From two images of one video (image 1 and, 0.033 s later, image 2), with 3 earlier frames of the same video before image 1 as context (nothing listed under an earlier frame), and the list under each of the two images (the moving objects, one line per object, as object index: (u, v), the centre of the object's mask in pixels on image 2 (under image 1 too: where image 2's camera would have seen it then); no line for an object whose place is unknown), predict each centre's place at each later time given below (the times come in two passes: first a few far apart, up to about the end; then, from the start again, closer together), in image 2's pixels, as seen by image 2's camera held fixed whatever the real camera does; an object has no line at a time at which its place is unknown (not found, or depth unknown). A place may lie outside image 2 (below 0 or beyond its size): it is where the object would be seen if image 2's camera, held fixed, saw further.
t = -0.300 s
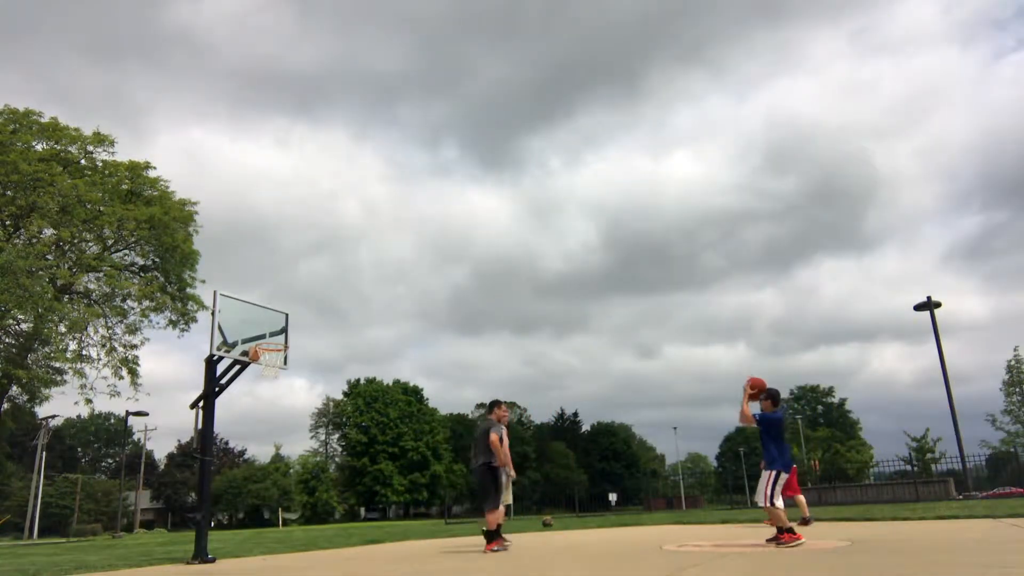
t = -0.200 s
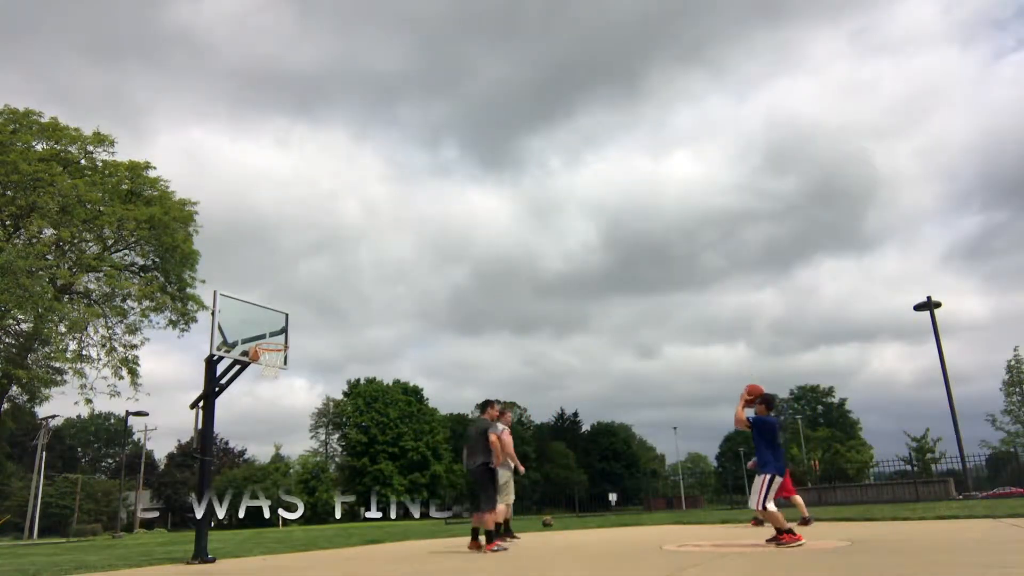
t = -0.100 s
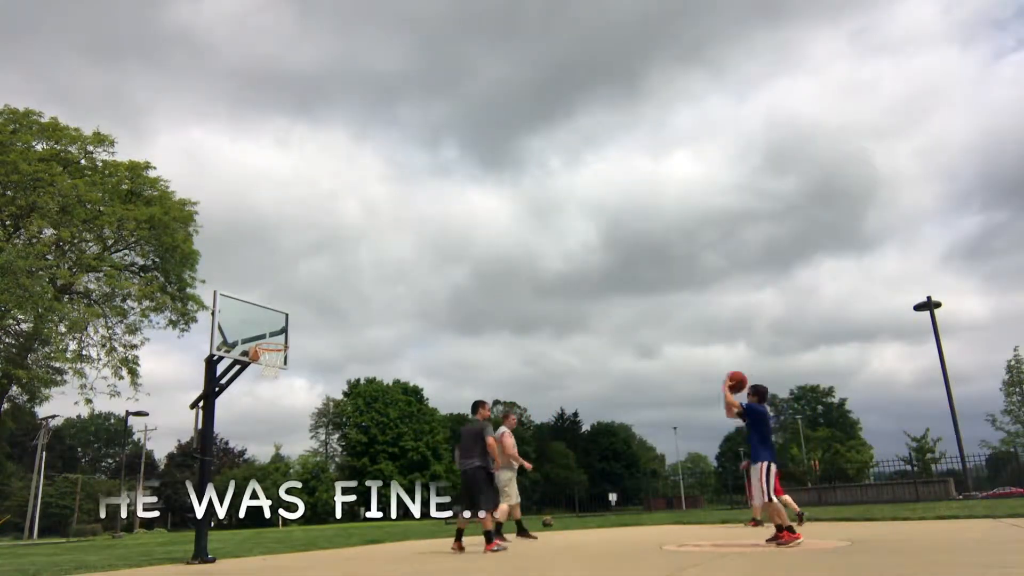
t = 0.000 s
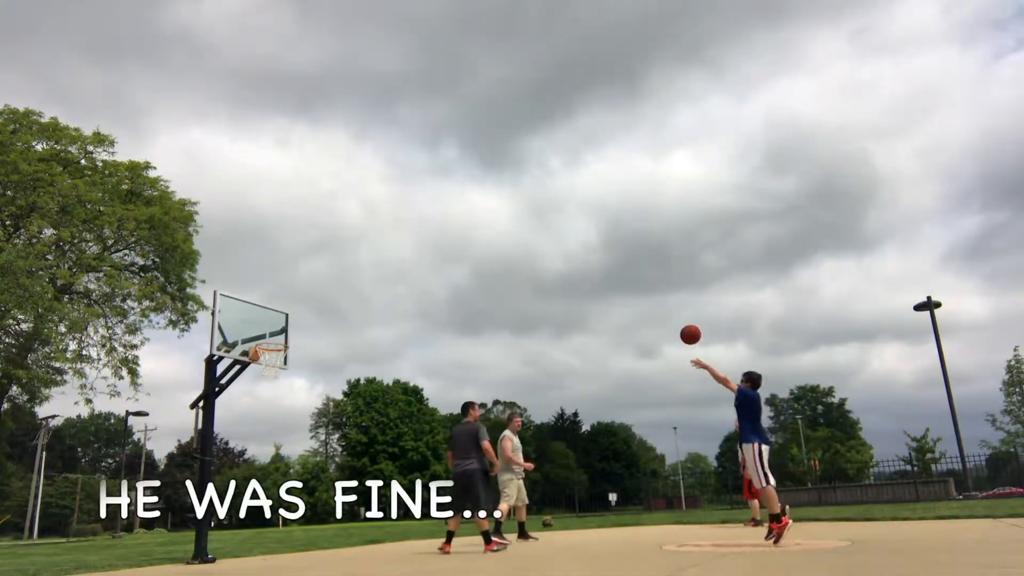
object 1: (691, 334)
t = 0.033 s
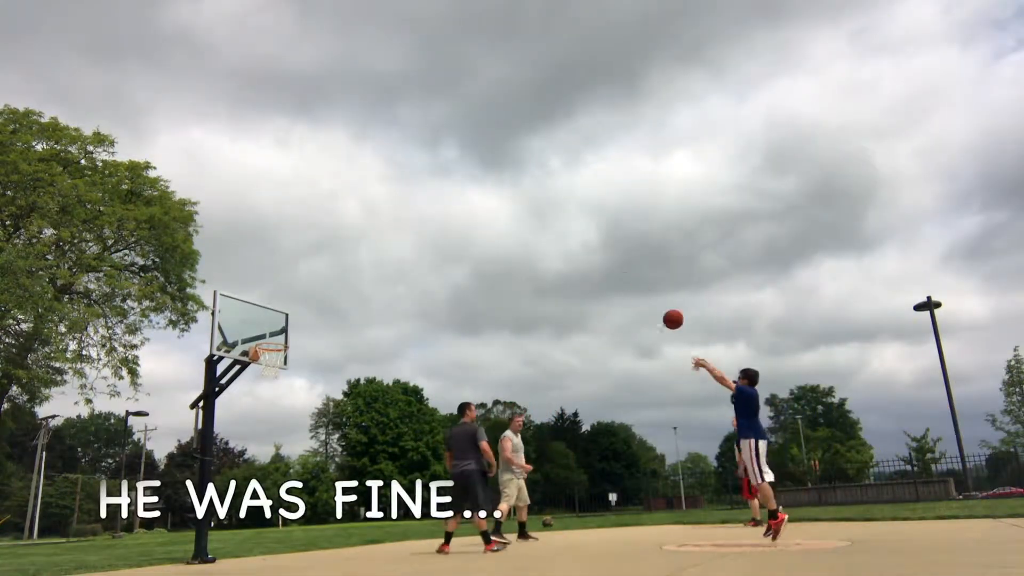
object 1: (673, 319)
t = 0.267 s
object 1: (566, 247)
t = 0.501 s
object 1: (479, 222)
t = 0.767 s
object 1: (392, 237)
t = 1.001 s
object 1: (325, 286)
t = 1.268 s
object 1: (261, 358)
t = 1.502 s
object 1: (263, 354)
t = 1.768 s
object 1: (273, 386)
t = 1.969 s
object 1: (281, 436)
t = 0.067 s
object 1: (656, 305)
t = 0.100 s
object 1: (640, 293)
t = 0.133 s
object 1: (624, 281)
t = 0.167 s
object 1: (609, 271)
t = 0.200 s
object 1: (594, 262)
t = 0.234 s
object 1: (580, 254)
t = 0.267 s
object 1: (566, 247)
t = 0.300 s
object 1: (553, 241)
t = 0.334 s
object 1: (539, 236)
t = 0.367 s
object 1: (527, 231)
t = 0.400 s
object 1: (514, 228)
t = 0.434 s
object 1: (502, 225)
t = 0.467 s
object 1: (490, 223)
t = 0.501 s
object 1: (479, 222)
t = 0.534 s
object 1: (467, 221)
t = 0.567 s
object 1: (456, 222)
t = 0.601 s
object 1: (445, 223)
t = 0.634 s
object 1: (434, 224)
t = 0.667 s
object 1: (424, 227)
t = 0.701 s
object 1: (413, 229)
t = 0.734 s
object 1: (403, 233)
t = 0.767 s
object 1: (392, 237)
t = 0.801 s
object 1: (382, 242)
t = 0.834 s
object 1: (372, 248)
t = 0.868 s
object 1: (363, 254)
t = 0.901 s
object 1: (353, 261)
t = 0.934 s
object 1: (344, 268)
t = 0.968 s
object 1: (334, 277)
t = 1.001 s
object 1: (325, 286)
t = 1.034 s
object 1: (316, 295)
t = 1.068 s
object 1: (306, 305)
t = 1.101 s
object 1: (297, 316)
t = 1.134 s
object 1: (288, 327)
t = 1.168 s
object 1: (279, 338)
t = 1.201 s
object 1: (271, 349)
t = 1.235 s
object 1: (267, 354)
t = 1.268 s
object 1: (261, 358)
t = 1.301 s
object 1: (259, 355)
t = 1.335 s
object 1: (260, 354)
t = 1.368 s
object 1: (262, 351)
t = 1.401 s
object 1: (264, 349)
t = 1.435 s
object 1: (264, 351)
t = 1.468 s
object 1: (263, 353)
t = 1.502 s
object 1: (263, 354)
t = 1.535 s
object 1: (263, 356)
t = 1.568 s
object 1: (265, 360)
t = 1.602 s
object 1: (266, 363)
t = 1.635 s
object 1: (268, 367)
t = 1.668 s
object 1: (269, 371)
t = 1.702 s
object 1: (271, 375)
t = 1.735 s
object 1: (272, 381)
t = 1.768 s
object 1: (273, 386)
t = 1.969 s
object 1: (281, 436)
